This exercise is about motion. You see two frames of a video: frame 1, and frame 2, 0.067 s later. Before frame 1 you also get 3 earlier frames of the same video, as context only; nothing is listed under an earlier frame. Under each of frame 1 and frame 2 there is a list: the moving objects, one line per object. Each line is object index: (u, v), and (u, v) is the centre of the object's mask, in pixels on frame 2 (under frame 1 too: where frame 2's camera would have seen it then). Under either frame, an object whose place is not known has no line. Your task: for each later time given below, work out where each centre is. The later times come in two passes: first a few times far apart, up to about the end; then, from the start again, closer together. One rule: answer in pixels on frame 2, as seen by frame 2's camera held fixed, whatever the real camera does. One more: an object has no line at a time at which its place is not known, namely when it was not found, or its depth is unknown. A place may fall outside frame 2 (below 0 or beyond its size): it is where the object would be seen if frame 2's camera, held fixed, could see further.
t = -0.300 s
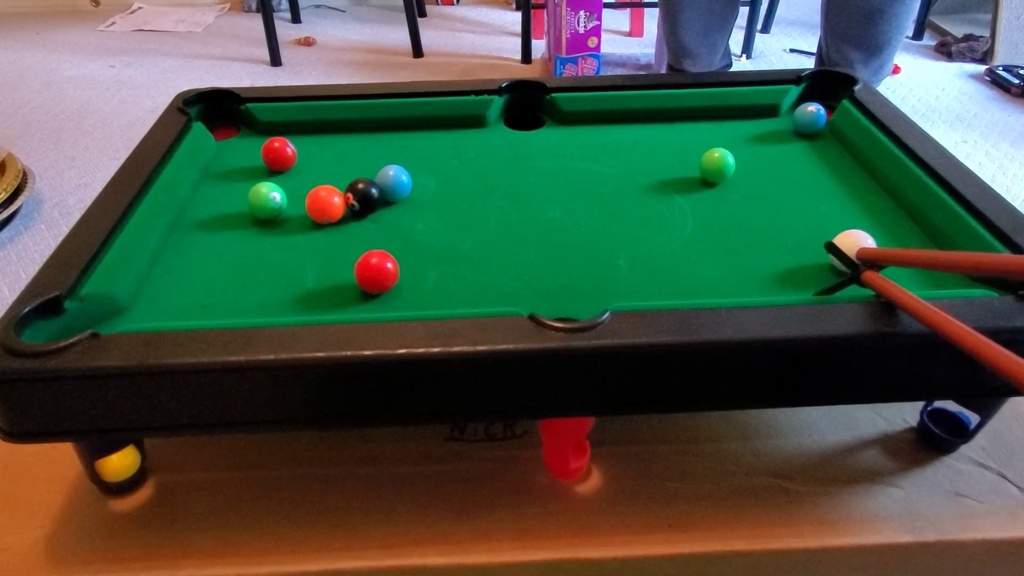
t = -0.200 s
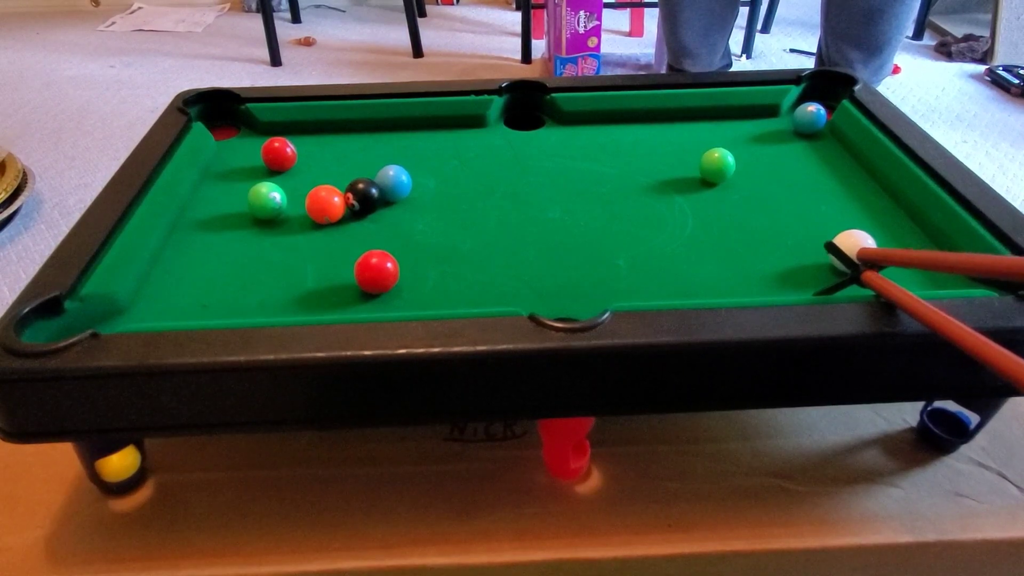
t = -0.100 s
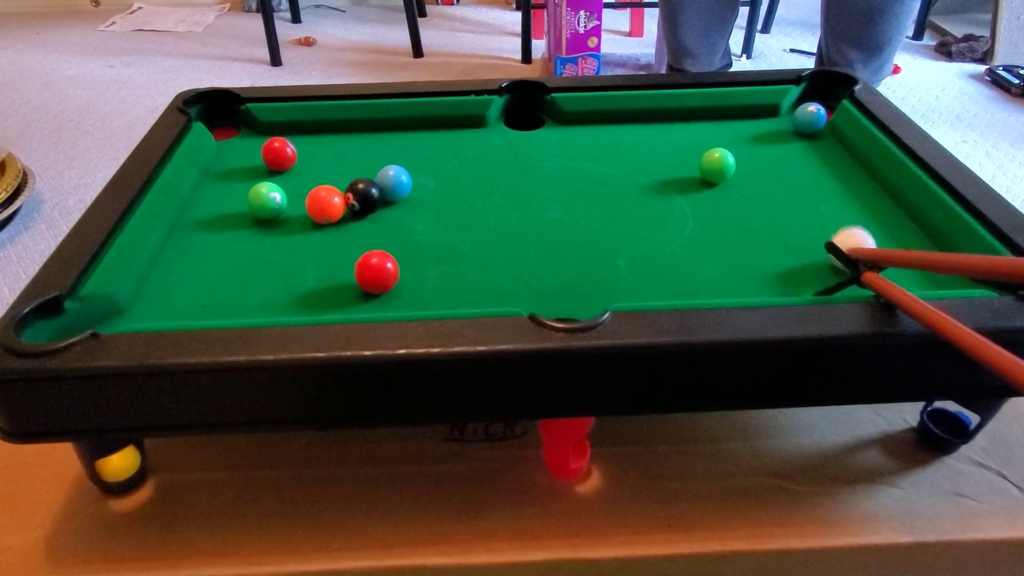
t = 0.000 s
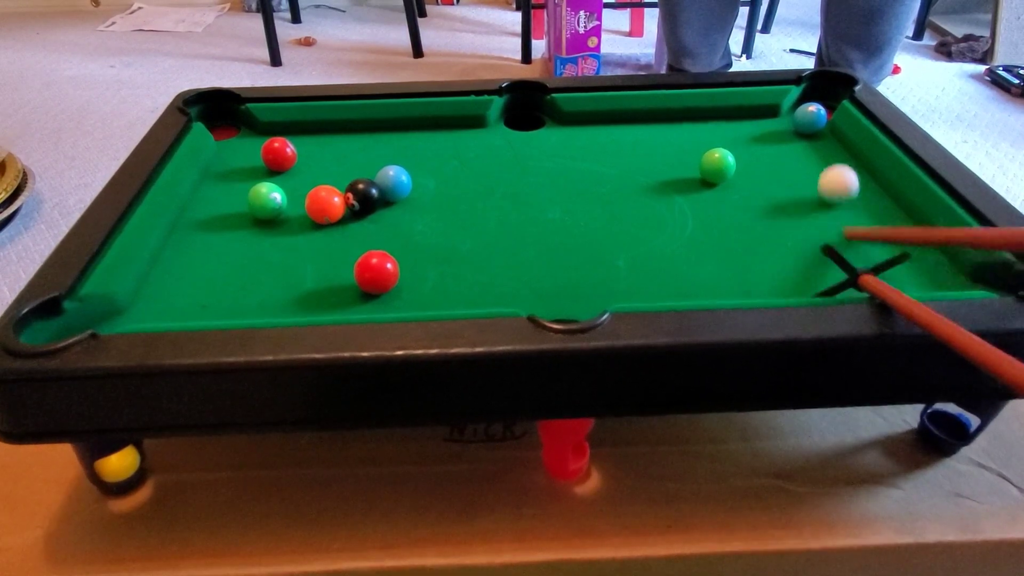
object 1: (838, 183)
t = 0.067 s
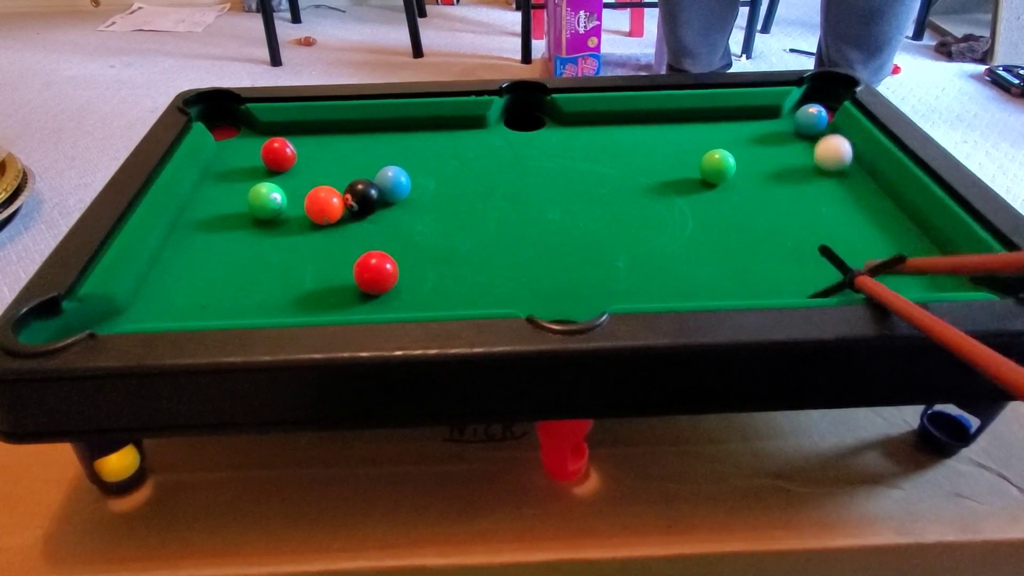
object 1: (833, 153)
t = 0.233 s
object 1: (806, 121)
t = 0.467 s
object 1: (778, 114)
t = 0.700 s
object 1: (775, 115)
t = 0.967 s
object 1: (775, 116)
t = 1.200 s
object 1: (775, 116)
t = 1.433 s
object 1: (775, 116)
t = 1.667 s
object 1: (775, 116)
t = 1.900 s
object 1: (775, 116)
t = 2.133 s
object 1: (776, 116)
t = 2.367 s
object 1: (776, 116)
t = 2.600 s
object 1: (776, 116)
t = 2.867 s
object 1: (776, 116)
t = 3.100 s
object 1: (776, 116)
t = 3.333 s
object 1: (775, 116)
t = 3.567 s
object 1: (775, 116)
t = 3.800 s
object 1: (775, 116)
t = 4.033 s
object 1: (775, 116)
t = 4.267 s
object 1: (775, 116)
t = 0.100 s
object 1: (831, 139)
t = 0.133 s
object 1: (830, 132)
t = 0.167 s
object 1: (822, 128)
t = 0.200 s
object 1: (813, 124)
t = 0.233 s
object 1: (806, 121)
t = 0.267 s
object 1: (801, 120)
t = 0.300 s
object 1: (795, 118)
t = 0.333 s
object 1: (791, 117)
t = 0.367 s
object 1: (786, 116)
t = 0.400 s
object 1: (783, 116)
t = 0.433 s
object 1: (780, 115)
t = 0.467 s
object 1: (778, 114)
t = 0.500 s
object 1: (776, 114)
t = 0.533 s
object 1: (774, 115)
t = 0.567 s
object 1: (774, 115)
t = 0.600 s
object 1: (774, 115)
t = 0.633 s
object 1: (774, 115)
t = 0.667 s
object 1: (775, 115)
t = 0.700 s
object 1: (775, 115)
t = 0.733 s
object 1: (775, 115)
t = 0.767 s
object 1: (775, 116)
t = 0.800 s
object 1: (775, 116)
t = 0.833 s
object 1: (775, 116)
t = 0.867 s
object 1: (775, 116)
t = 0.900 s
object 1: (775, 116)
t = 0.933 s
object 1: (775, 116)
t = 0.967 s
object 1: (775, 116)
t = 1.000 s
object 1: (775, 116)
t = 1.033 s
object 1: (775, 116)
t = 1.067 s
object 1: (775, 116)
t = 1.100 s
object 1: (775, 116)
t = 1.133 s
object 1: (775, 116)
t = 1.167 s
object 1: (775, 116)
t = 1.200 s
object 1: (775, 116)
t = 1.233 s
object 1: (775, 116)
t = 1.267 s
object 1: (775, 116)
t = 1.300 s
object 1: (775, 116)
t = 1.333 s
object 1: (775, 116)
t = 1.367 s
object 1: (775, 116)
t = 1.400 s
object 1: (775, 116)
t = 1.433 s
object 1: (775, 116)
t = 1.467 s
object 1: (775, 116)
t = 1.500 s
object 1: (775, 116)
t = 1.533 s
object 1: (775, 116)
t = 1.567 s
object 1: (775, 116)
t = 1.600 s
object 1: (775, 116)
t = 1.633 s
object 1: (775, 116)
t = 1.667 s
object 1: (775, 116)
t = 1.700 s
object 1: (775, 116)
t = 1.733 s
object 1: (775, 116)
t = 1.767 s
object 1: (776, 116)
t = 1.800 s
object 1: (775, 116)
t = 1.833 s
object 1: (776, 116)
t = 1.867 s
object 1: (776, 116)
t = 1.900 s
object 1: (775, 116)
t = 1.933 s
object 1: (775, 116)
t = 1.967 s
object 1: (776, 116)
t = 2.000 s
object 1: (776, 116)
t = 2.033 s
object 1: (776, 116)
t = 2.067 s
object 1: (776, 116)
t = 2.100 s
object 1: (776, 116)
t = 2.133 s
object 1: (776, 116)
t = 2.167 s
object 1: (776, 116)
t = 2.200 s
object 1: (776, 116)
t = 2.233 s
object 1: (776, 116)
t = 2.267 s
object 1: (776, 116)
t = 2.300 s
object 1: (776, 116)
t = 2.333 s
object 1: (776, 116)
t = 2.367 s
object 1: (776, 116)
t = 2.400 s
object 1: (776, 116)
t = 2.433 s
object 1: (776, 116)
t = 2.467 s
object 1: (776, 116)
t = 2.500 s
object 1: (776, 116)
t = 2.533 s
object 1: (776, 116)
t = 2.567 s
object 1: (776, 116)
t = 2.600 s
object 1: (776, 116)
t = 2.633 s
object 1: (776, 116)
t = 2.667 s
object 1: (776, 116)
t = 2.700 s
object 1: (776, 116)
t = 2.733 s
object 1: (776, 116)
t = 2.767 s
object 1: (776, 116)
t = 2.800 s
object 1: (776, 116)
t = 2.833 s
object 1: (776, 116)
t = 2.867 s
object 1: (776, 116)
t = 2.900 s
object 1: (776, 116)
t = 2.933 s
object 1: (776, 116)
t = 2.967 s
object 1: (776, 116)
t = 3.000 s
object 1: (775, 116)
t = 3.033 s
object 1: (776, 116)
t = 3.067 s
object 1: (776, 116)
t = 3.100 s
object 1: (776, 116)
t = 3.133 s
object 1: (775, 116)
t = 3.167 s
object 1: (775, 116)
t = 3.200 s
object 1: (775, 116)
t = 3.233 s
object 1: (775, 116)
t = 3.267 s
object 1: (775, 116)
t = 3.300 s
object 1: (775, 116)
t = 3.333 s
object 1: (775, 116)
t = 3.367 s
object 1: (775, 116)
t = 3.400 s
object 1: (775, 116)
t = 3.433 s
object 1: (775, 116)
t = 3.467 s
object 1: (775, 116)
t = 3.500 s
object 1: (775, 116)
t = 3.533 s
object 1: (775, 116)
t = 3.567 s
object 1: (775, 116)
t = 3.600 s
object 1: (775, 116)
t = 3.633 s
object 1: (775, 116)
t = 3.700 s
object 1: (775, 116)
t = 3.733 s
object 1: (775, 116)
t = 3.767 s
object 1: (775, 116)
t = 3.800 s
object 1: (775, 116)
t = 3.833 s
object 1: (775, 116)
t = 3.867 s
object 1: (775, 116)
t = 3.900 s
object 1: (775, 116)
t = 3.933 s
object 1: (775, 116)
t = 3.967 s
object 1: (775, 116)
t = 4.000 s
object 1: (775, 116)
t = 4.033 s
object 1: (775, 116)
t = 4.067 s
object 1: (775, 116)
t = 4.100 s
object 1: (775, 116)
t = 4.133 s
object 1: (775, 116)
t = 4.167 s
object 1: (775, 116)
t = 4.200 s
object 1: (775, 116)
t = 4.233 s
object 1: (775, 116)
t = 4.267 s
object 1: (775, 116)
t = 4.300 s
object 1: (775, 116)
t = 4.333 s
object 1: (775, 116)
